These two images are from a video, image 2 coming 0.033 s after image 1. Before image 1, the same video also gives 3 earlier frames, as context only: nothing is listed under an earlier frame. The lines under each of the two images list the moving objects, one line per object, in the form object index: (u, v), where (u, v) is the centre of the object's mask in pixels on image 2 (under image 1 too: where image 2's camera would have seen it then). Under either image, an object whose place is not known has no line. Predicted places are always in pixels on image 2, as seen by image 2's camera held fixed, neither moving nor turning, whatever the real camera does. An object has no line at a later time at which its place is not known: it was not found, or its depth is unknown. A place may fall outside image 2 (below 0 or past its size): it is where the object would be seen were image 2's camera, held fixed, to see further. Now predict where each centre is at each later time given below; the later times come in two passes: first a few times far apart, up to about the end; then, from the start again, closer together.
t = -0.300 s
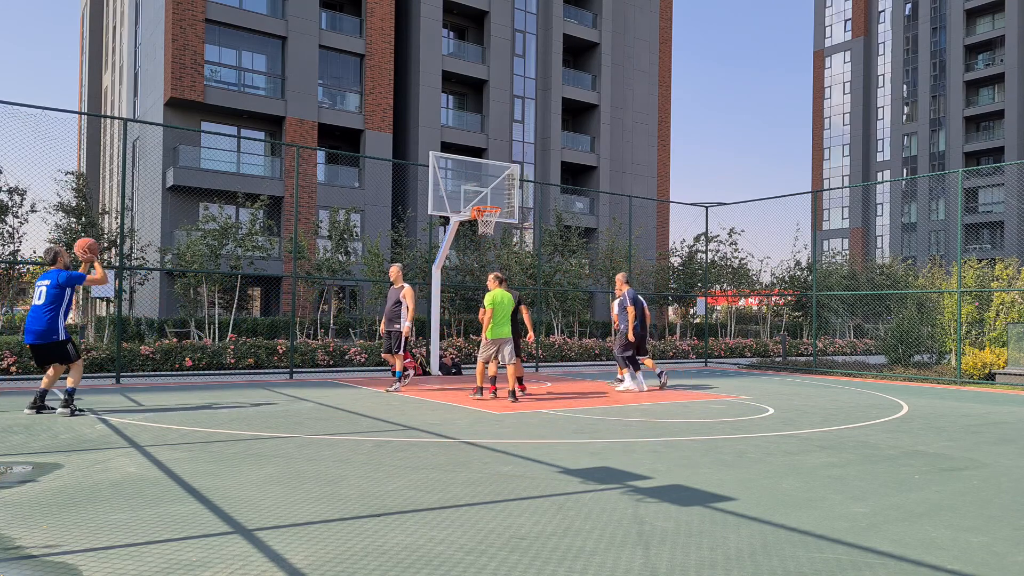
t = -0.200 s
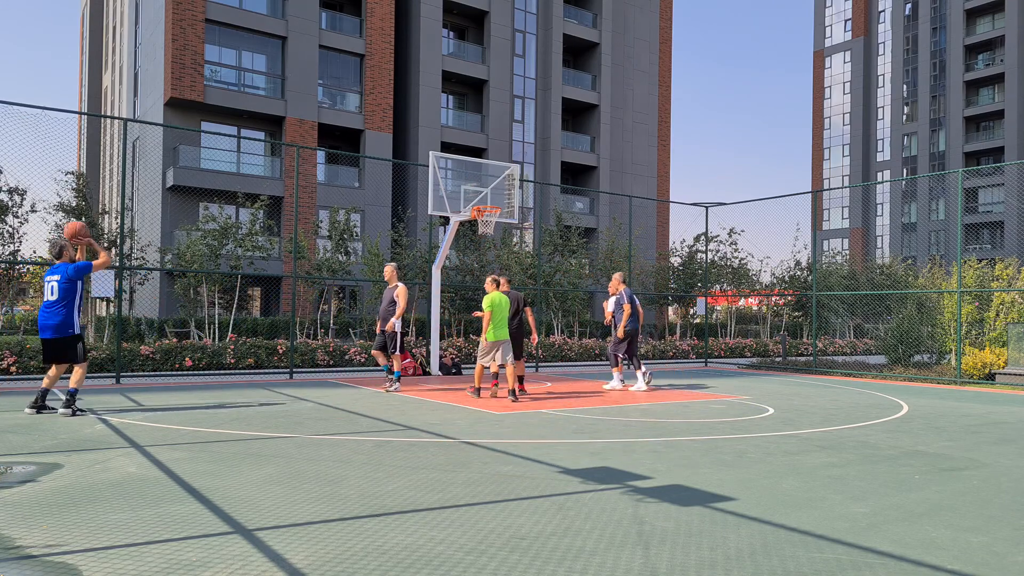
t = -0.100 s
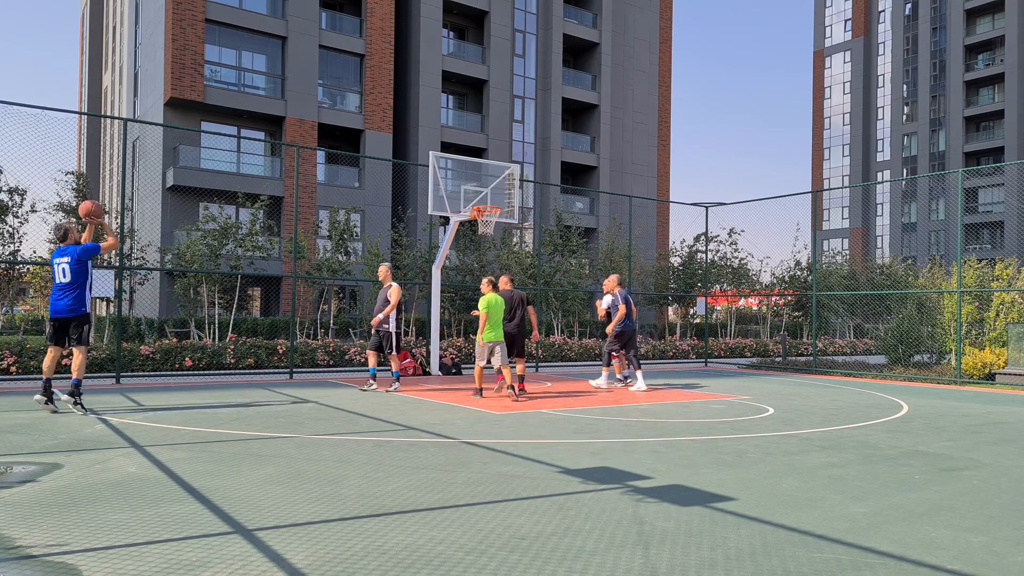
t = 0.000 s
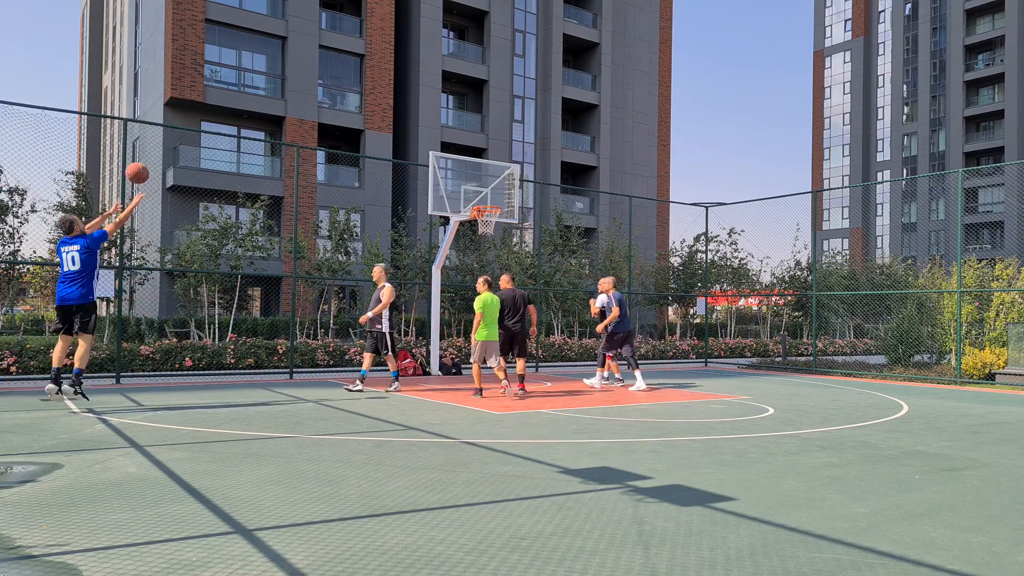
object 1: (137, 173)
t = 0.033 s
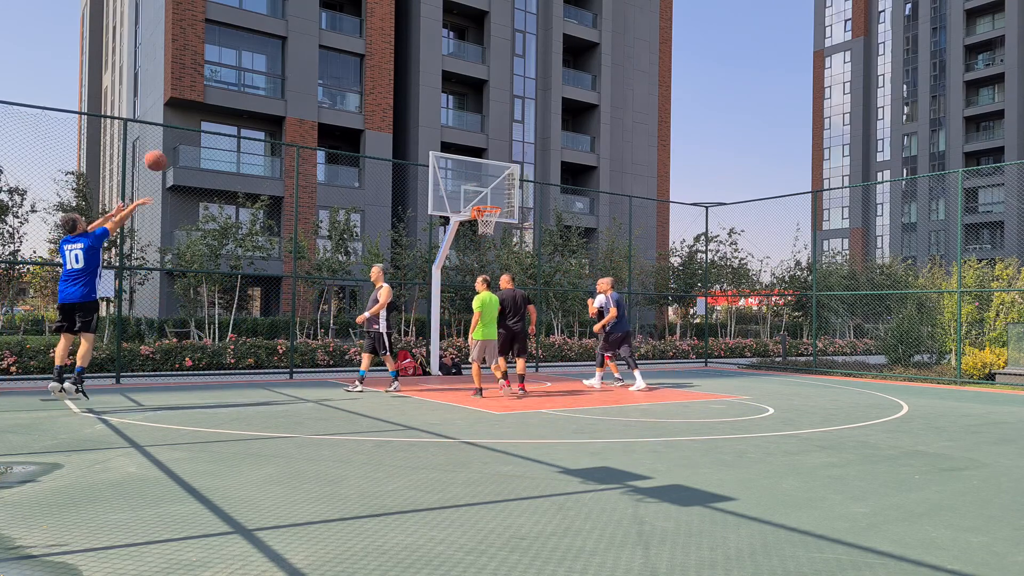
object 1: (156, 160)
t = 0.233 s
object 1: (252, 112)
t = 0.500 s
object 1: (353, 103)
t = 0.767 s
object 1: (432, 138)
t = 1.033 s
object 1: (495, 204)
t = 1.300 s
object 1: (521, 189)
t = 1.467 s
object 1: (553, 193)
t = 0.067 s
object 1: (173, 149)
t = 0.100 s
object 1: (190, 140)
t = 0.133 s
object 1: (206, 131)
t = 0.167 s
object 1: (222, 124)
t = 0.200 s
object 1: (237, 118)
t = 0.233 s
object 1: (252, 112)
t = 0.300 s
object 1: (279, 105)
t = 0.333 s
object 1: (292, 102)
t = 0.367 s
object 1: (306, 101)
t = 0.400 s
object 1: (318, 100)
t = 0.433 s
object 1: (330, 100)
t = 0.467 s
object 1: (341, 101)
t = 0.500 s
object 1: (353, 103)
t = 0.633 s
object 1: (394, 116)
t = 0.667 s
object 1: (404, 120)
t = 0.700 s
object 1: (414, 126)
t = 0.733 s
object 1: (423, 132)
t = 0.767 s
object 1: (432, 138)
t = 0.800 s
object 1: (441, 145)
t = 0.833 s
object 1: (449, 153)
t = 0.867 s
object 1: (457, 161)
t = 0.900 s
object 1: (466, 169)
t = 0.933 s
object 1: (473, 178)
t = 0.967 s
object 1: (481, 188)
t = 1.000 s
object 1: (488, 197)
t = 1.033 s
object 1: (495, 204)
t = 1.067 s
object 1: (486, 203)
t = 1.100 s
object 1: (481, 202)
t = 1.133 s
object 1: (488, 200)
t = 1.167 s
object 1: (495, 197)
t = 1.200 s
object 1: (501, 194)
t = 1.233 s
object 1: (508, 192)
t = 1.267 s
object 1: (514, 190)
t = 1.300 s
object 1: (521, 189)
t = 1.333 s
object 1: (527, 189)
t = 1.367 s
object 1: (534, 189)
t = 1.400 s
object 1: (540, 190)
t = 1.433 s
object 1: (547, 191)
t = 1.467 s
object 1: (553, 193)
